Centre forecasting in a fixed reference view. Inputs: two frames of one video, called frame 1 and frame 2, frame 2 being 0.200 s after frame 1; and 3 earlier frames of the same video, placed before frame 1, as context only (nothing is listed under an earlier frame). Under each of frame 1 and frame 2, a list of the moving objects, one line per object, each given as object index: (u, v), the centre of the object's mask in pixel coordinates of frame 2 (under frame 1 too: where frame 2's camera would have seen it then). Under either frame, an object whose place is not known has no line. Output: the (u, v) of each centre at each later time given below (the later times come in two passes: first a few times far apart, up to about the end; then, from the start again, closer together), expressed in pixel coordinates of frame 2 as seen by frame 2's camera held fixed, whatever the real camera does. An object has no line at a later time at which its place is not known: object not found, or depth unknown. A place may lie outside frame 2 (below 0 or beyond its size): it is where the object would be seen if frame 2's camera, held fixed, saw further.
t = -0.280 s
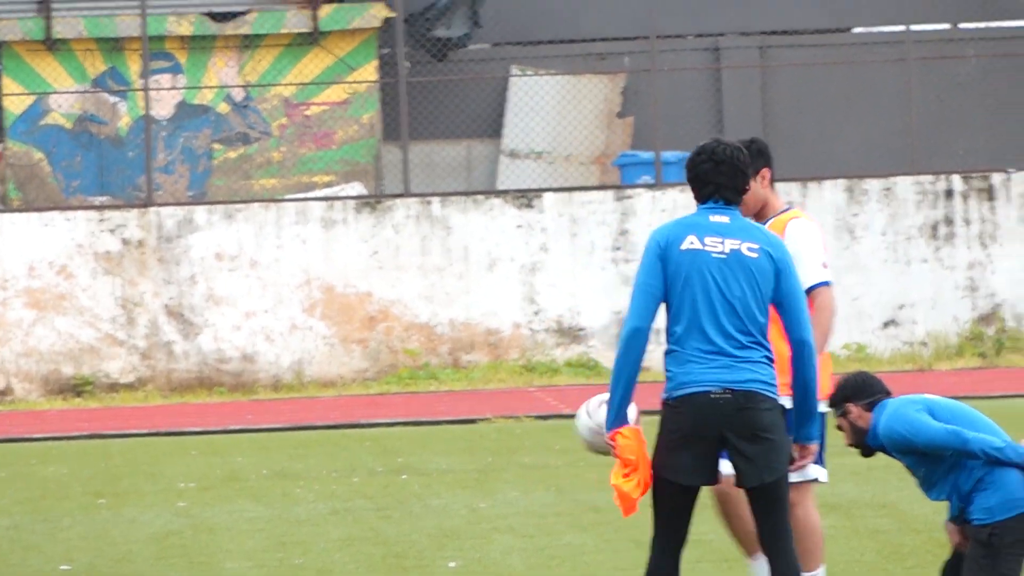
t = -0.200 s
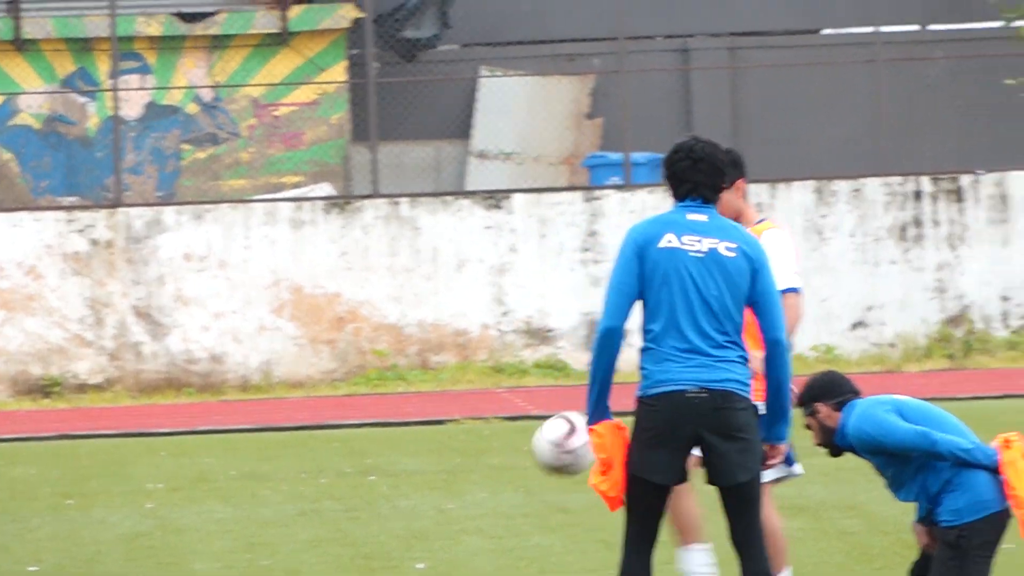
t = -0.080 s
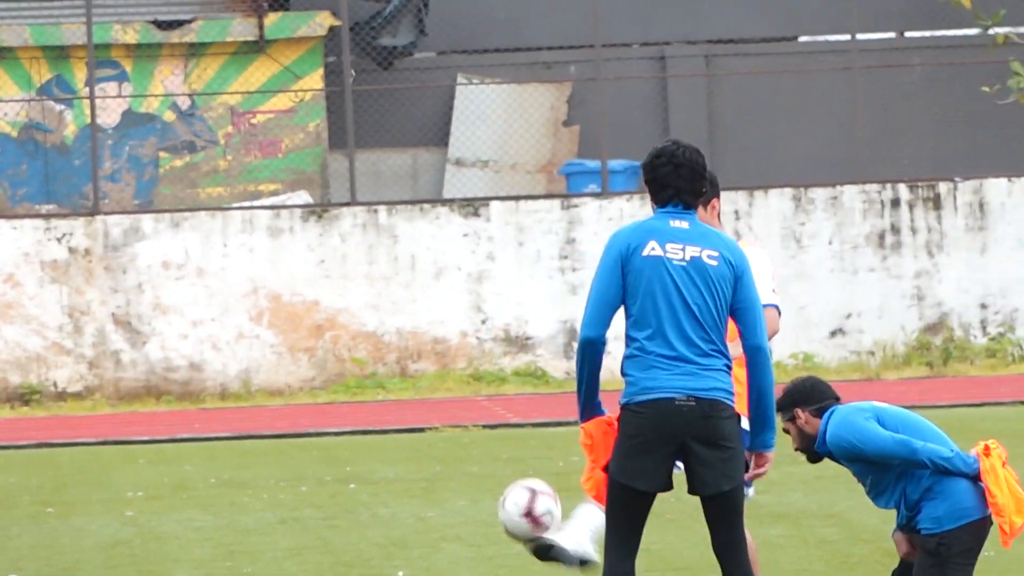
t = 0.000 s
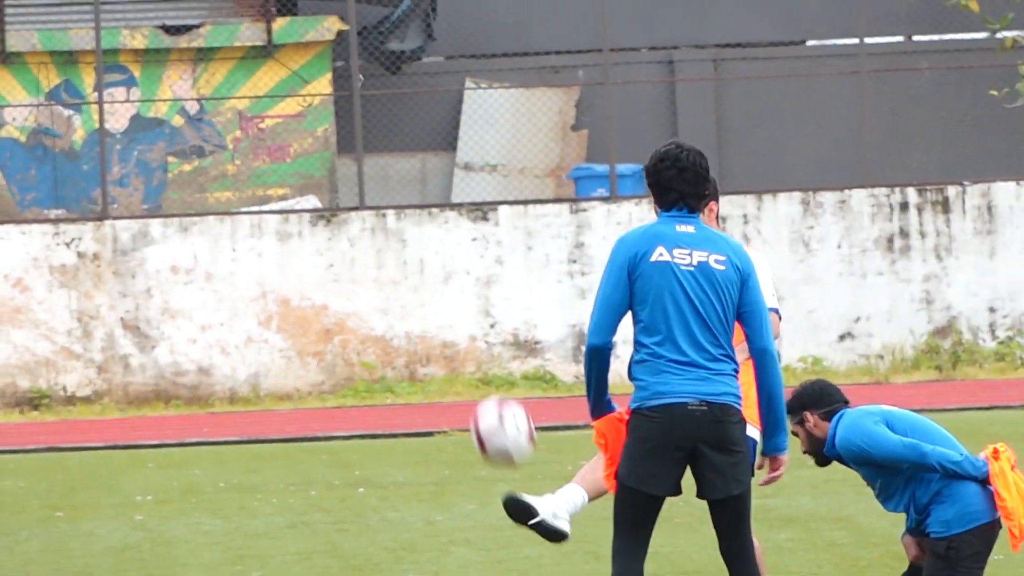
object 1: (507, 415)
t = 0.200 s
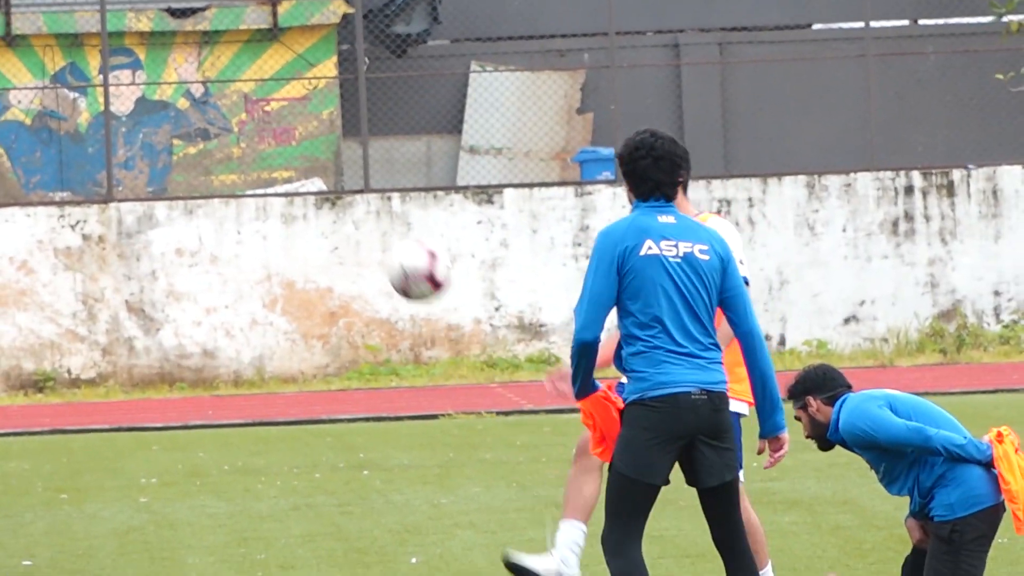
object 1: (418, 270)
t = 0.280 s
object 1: (385, 243)
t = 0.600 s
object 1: (261, 308)
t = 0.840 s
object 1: (180, 538)
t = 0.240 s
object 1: (401, 254)
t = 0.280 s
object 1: (385, 243)
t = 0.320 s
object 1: (369, 236)
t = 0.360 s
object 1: (353, 233)
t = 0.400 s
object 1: (338, 234)
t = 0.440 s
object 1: (324, 240)
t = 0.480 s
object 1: (307, 251)
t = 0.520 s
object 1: (291, 268)
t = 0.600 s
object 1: (261, 308)
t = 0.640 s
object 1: (248, 337)
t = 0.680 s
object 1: (233, 368)
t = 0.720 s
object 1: (220, 403)
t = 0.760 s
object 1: (207, 443)
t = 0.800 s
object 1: (194, 489)
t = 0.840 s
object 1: (180, 538)
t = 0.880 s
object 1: (169, 569)
